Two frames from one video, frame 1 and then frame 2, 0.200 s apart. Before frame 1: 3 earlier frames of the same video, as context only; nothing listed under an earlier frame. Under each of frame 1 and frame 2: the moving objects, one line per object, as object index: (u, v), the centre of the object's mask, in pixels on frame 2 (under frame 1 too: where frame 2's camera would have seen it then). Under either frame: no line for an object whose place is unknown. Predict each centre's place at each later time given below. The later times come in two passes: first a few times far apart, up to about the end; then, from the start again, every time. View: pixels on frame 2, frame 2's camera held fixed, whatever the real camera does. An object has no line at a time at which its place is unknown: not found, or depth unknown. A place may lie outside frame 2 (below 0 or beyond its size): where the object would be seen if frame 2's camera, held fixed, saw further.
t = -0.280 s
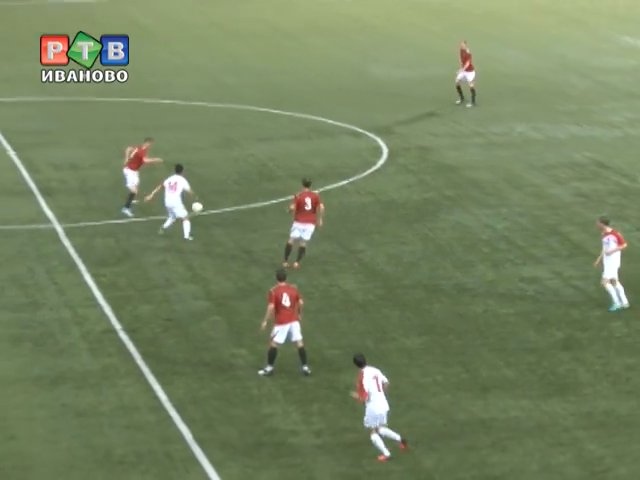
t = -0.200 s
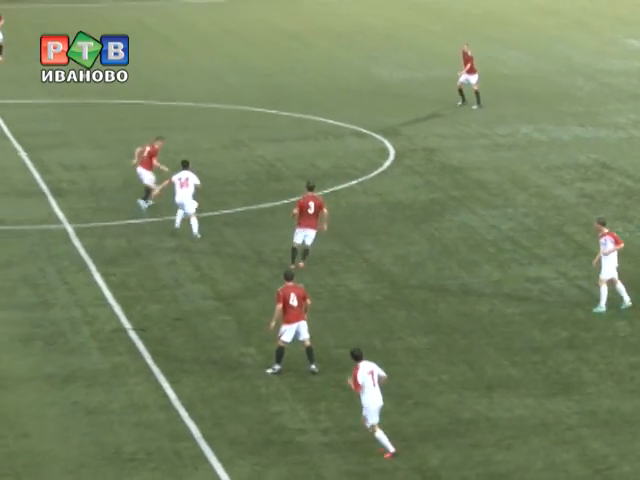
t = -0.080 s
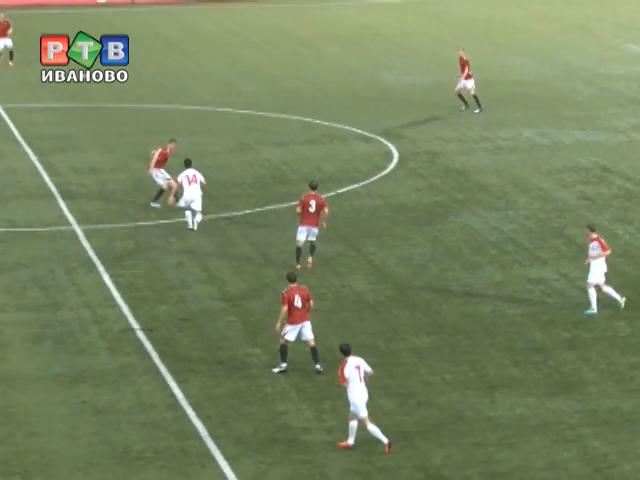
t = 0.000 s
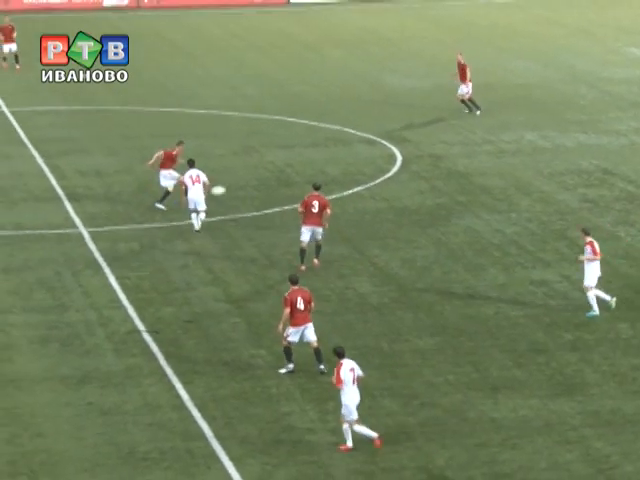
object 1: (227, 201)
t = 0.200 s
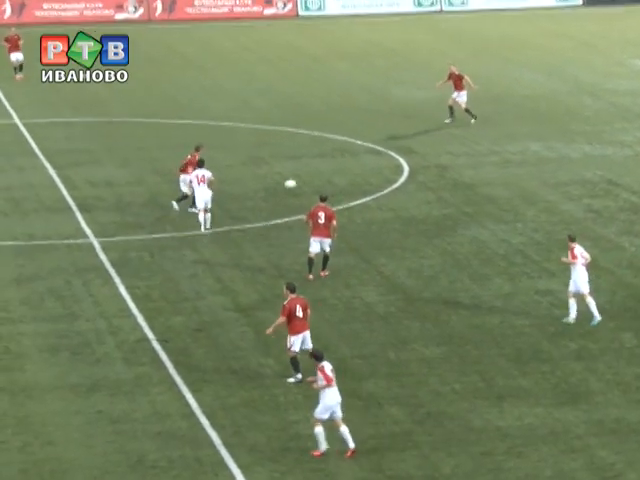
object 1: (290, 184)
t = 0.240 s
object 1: (301, 182)
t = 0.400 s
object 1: (339, 165)
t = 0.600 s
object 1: (377, 153)
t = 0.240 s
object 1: (301, 182)
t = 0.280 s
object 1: (311, 176)
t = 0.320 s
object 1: (321, 172)
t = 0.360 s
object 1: (330, 167)
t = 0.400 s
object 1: (339, 165)
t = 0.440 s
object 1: (347, 163)
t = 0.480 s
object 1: (355, 161)
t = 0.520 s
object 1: (363, 160)
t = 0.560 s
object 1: (370, 156)
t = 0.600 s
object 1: (377, 153)
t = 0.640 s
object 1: (382, 151)
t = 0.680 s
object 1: (388, 149)
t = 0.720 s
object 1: (394, 148)
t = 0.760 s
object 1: (400, 145)
